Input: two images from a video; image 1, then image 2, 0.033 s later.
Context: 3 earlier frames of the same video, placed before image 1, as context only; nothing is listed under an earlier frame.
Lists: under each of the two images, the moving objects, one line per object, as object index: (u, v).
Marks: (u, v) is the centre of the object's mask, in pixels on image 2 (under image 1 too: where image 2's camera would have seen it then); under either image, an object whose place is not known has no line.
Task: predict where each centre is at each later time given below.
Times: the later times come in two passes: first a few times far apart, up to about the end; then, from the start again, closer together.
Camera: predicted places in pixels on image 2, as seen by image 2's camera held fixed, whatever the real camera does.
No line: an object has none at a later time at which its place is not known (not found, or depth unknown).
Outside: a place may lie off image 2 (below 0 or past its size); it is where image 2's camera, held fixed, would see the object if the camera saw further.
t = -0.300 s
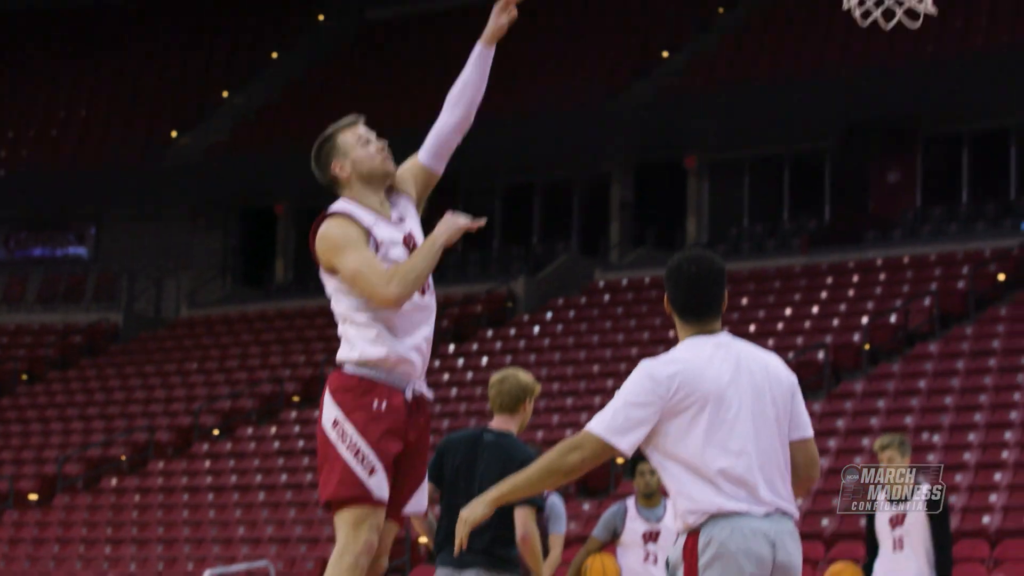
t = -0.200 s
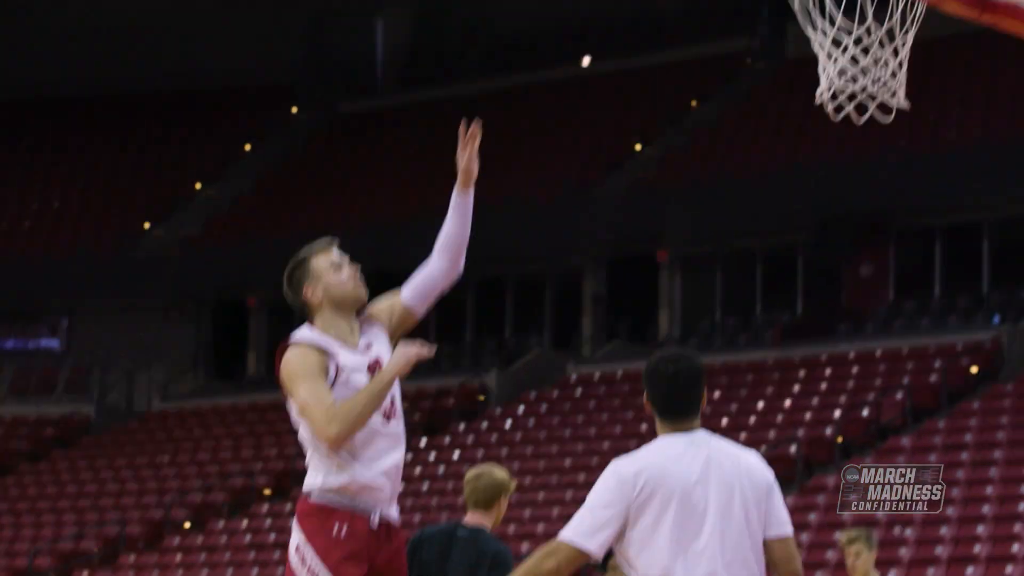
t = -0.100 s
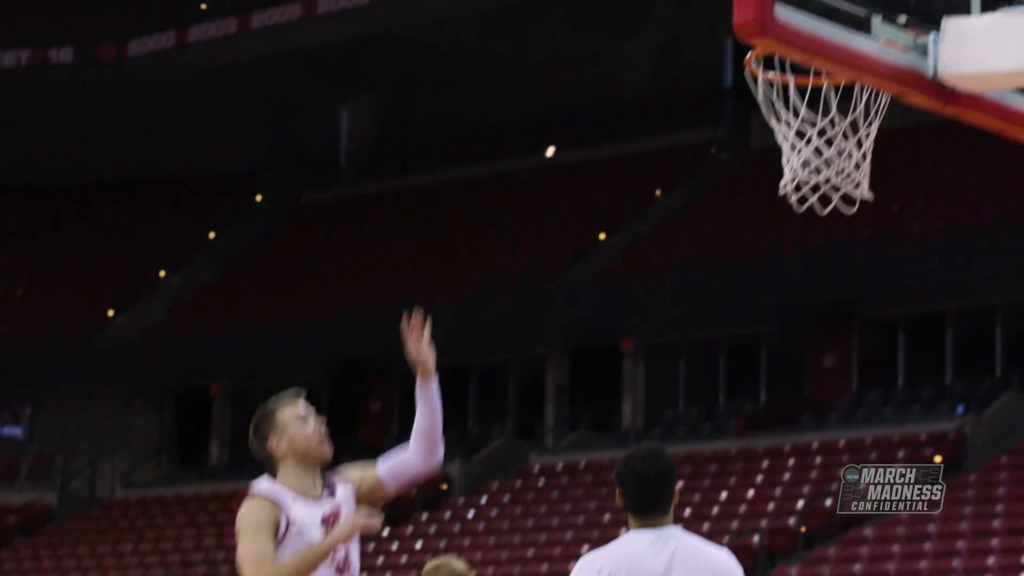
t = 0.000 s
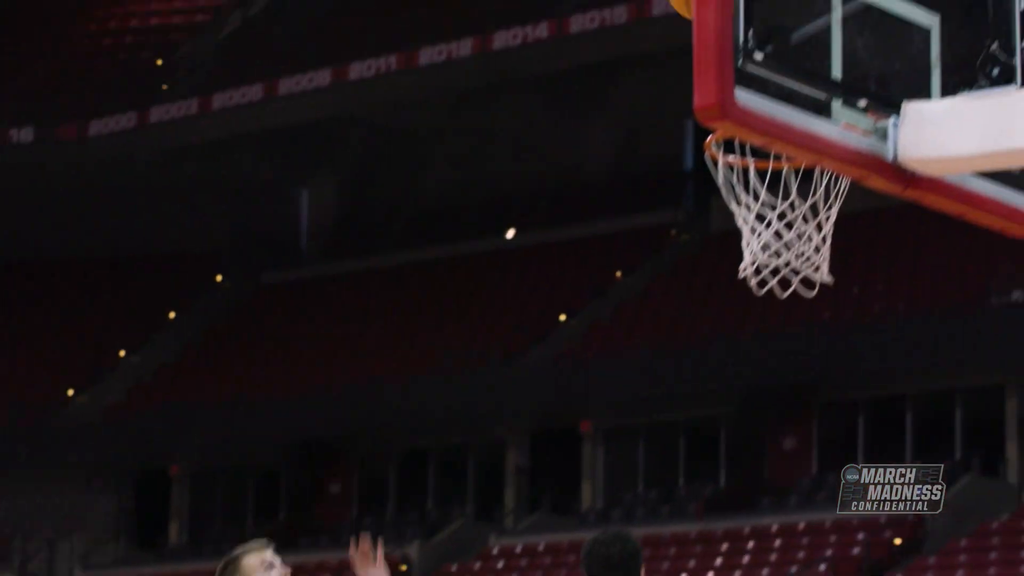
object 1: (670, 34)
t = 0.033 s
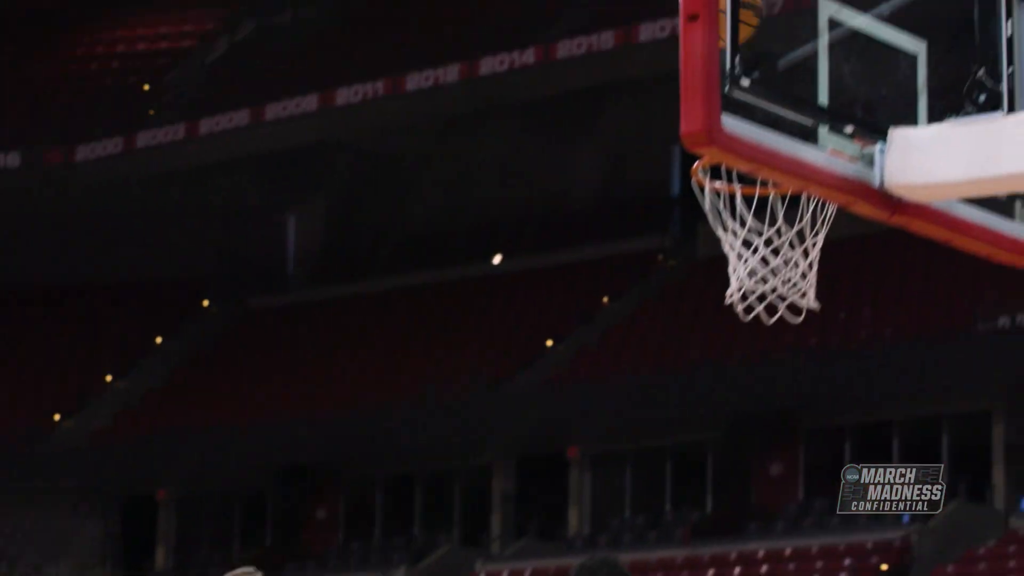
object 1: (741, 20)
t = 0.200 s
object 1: (784, 61)
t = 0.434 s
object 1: (815, 225)
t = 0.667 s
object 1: (795, 276)
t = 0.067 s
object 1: (763, 11)
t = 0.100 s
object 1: (781, 12)
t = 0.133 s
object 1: (809, 21)
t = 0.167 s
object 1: (791, 45)
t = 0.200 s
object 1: (784, 61)
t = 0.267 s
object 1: (754, 115)
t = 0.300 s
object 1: (722, 185)
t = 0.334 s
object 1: (742, 192)
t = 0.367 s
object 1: (767, 203)
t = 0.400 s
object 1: (793, 214)
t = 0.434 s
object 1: (815, 225)
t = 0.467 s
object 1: (821, 232)
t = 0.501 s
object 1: (824, 238)
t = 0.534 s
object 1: (824, 240)
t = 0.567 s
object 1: (820, 244)
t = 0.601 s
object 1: (812, 253)
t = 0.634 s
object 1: (804, 263)
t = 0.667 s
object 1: (795, 276)
